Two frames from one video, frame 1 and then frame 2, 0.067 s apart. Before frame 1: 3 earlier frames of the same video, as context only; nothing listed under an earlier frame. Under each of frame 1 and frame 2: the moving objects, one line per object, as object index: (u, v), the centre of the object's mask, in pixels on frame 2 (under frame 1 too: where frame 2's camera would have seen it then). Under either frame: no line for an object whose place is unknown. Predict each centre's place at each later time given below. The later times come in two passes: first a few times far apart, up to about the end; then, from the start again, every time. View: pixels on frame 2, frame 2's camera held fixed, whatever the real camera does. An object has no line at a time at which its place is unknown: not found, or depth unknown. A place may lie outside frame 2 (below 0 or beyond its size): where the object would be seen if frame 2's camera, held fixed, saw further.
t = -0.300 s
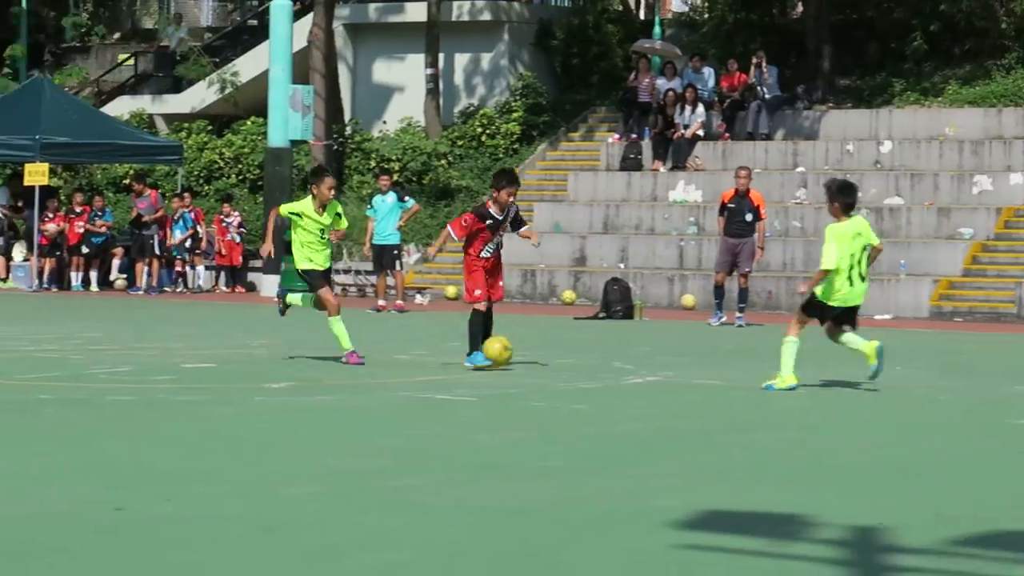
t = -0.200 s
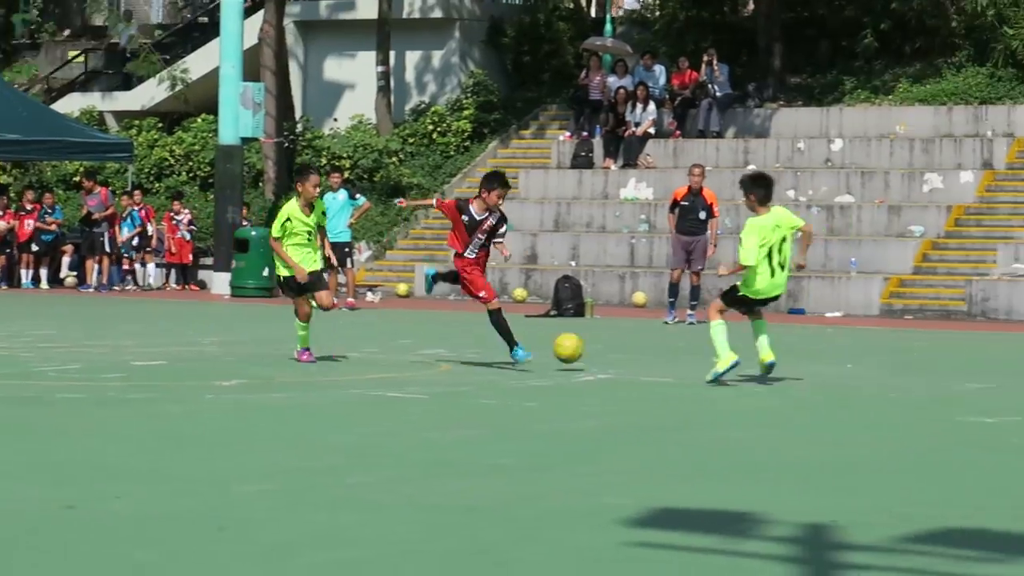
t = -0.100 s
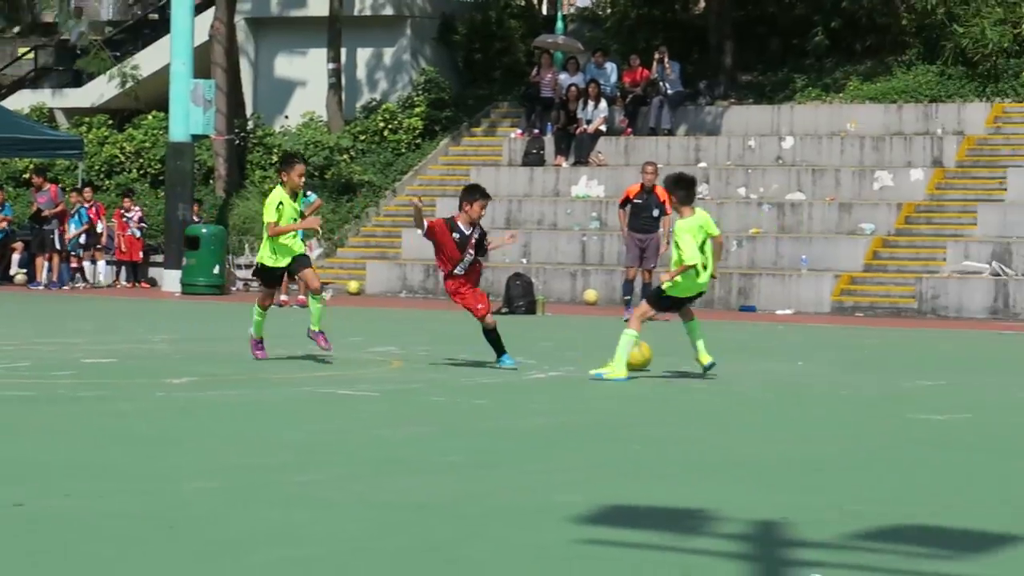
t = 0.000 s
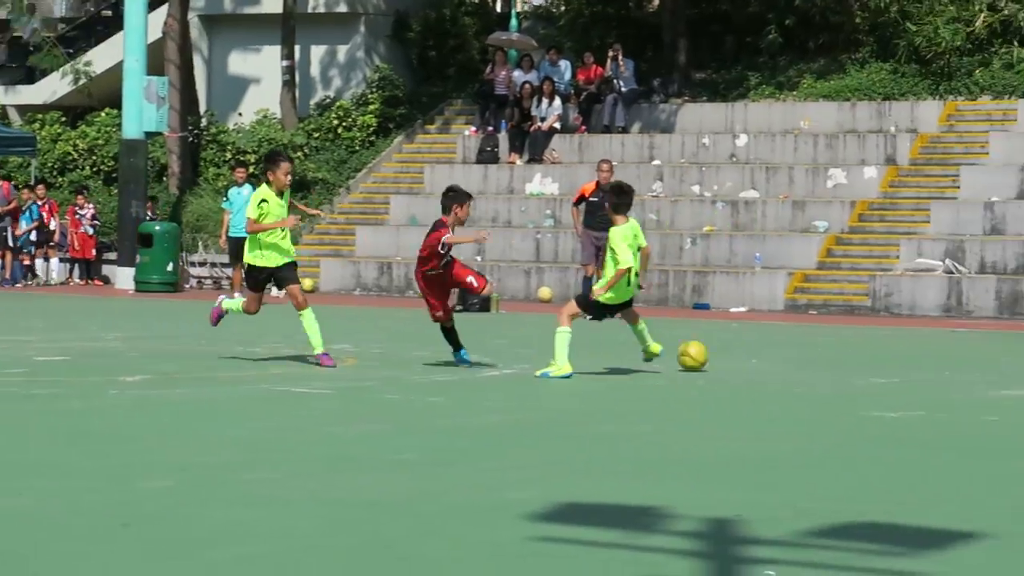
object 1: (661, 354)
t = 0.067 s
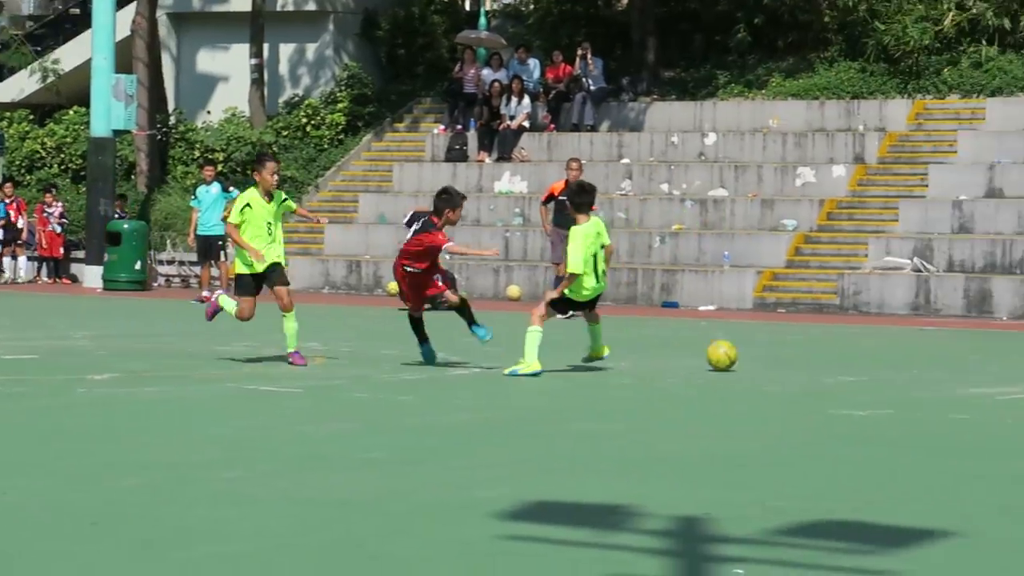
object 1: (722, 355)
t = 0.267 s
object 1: (878, 359)
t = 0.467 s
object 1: (1016, 359)
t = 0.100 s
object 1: (750, 357)
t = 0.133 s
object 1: (777, 356)
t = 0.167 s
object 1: (804, 357)
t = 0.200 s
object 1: (830, 358)
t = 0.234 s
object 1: (854, 358)
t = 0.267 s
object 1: (878, 359)
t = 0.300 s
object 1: (901, 359)
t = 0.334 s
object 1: (924, 359)
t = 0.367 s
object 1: (947, 361)
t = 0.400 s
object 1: (969, 359)
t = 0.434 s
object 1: (993, 360)
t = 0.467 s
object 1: (1016, 359)
